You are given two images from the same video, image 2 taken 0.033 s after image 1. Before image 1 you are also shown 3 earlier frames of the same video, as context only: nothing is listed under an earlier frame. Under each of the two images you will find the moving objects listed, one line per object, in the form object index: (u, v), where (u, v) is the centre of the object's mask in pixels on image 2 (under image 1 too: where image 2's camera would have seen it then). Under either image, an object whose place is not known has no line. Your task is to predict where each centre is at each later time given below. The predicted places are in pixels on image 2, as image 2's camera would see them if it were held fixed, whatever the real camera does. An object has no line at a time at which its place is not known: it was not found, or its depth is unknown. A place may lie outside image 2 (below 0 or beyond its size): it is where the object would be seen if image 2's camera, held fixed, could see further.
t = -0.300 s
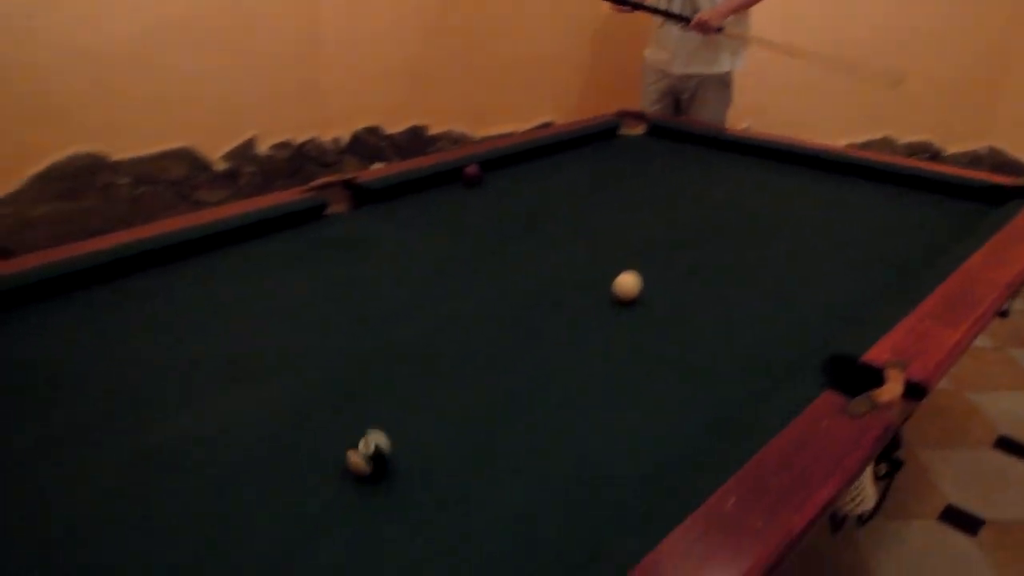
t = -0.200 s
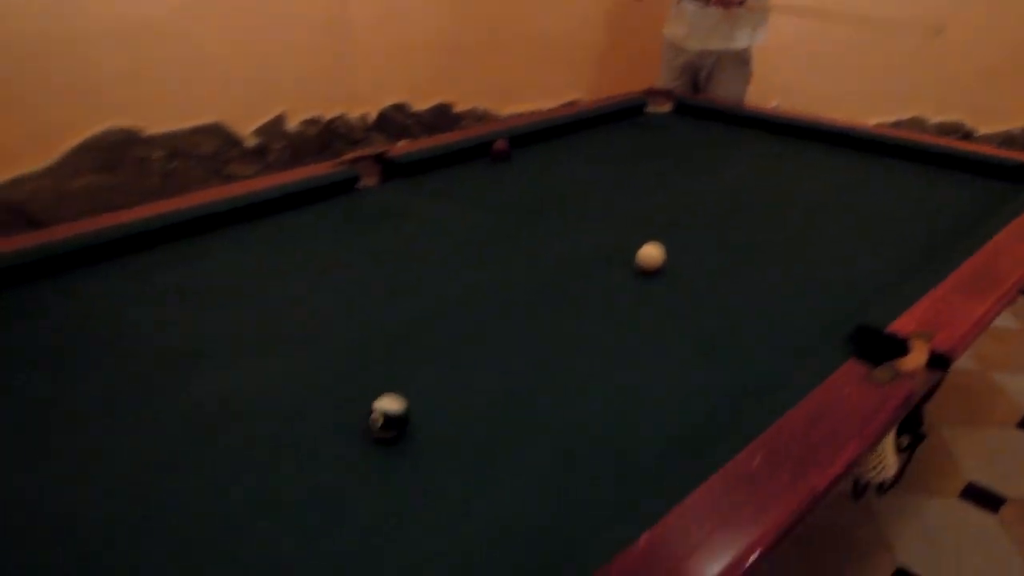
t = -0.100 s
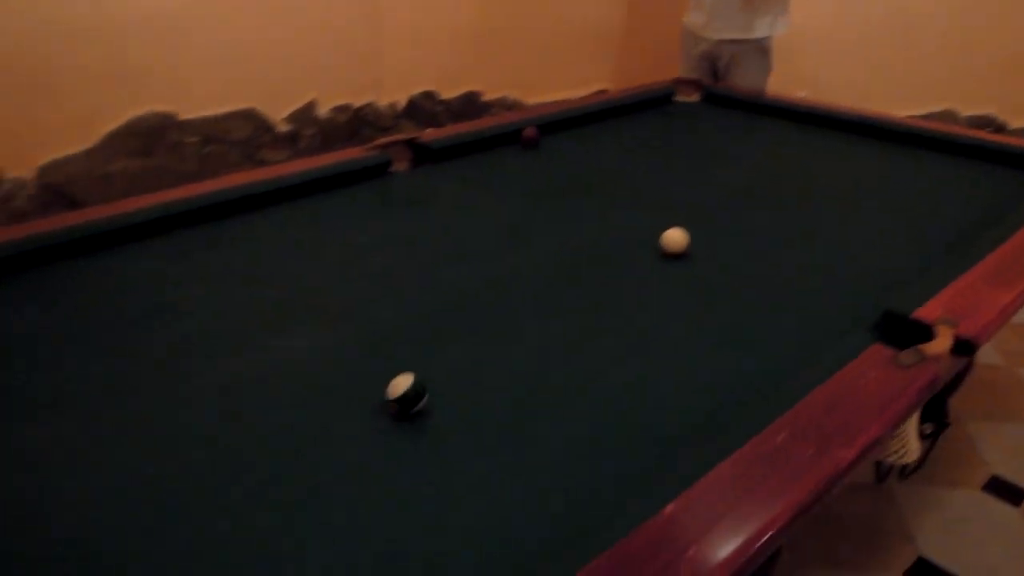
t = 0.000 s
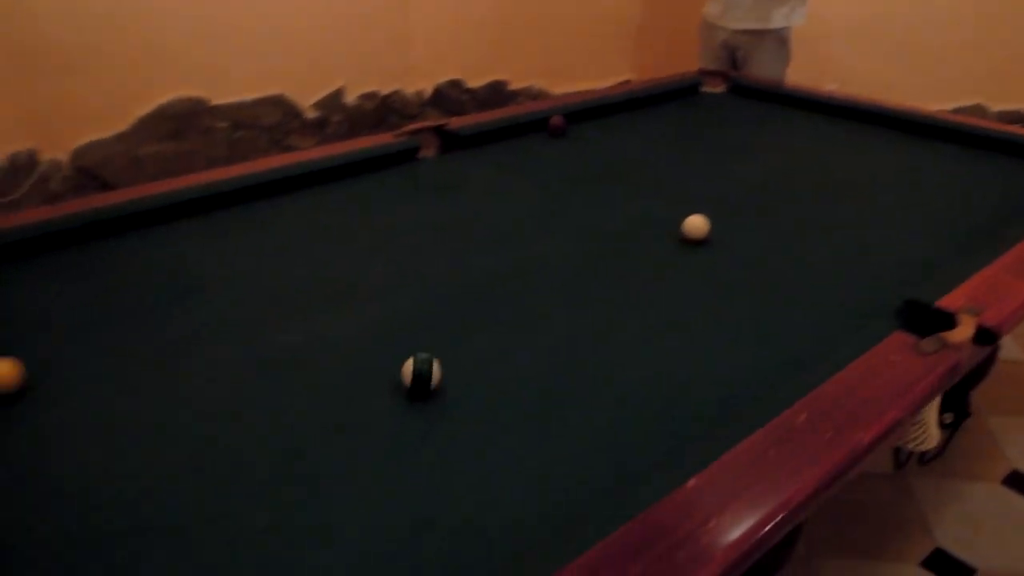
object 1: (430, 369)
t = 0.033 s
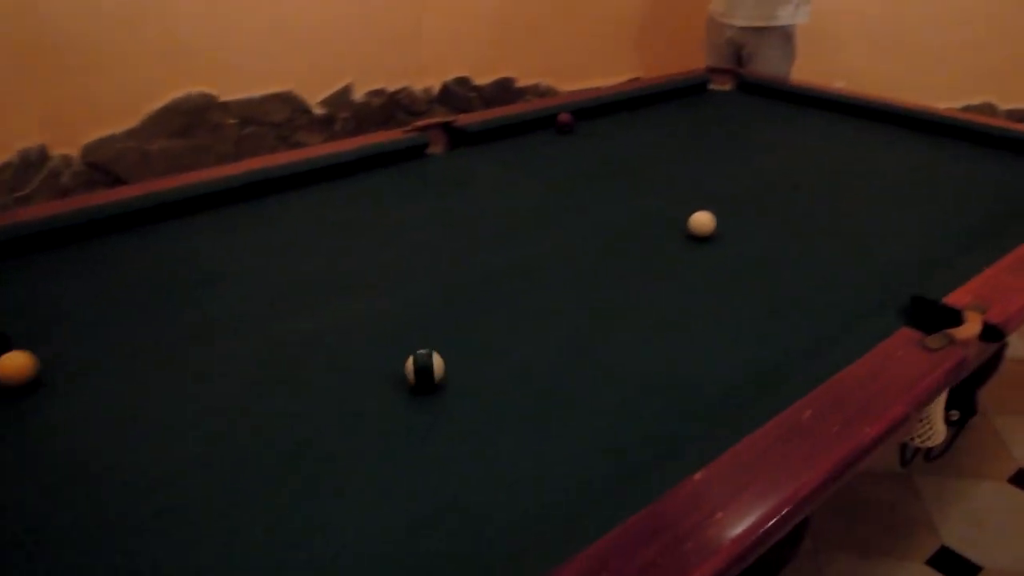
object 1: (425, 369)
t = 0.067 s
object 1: (420, 370)
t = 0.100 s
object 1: (415, 371)
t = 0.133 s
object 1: (412, 371)
